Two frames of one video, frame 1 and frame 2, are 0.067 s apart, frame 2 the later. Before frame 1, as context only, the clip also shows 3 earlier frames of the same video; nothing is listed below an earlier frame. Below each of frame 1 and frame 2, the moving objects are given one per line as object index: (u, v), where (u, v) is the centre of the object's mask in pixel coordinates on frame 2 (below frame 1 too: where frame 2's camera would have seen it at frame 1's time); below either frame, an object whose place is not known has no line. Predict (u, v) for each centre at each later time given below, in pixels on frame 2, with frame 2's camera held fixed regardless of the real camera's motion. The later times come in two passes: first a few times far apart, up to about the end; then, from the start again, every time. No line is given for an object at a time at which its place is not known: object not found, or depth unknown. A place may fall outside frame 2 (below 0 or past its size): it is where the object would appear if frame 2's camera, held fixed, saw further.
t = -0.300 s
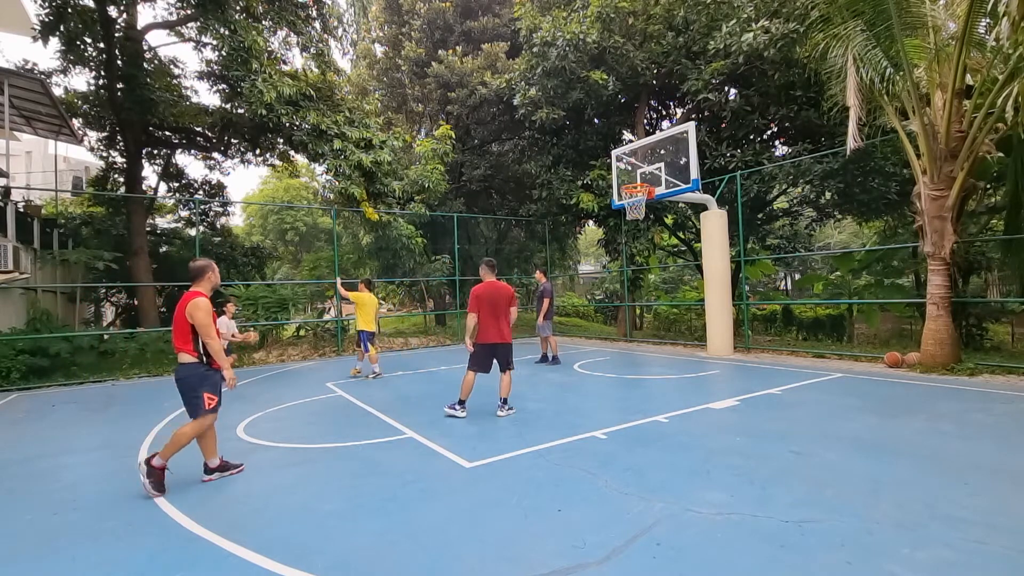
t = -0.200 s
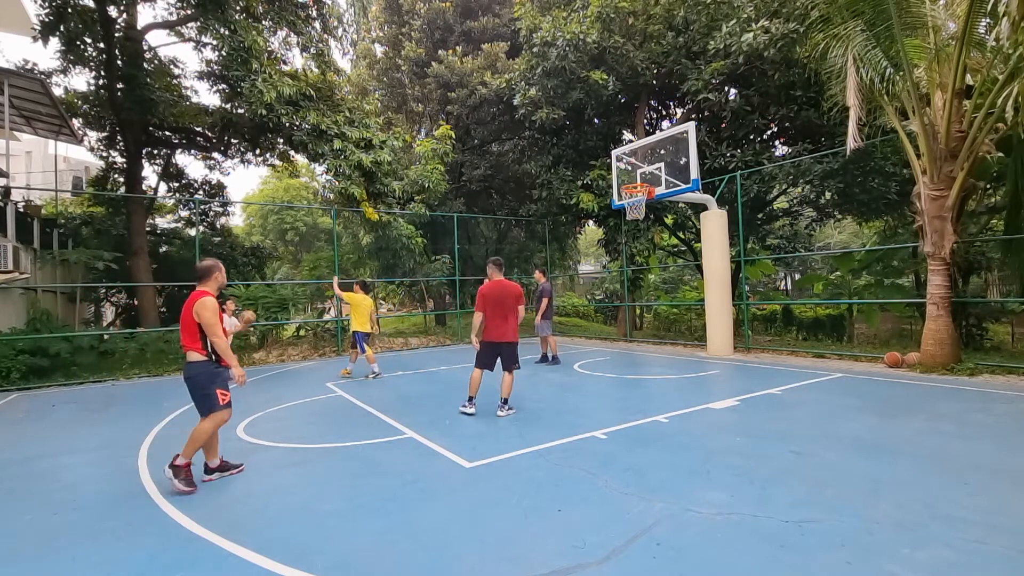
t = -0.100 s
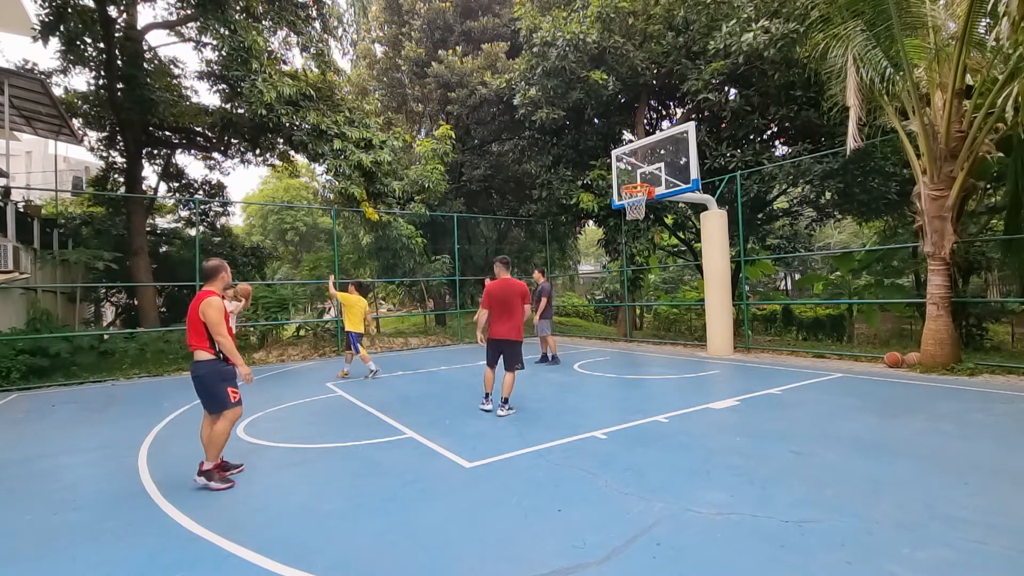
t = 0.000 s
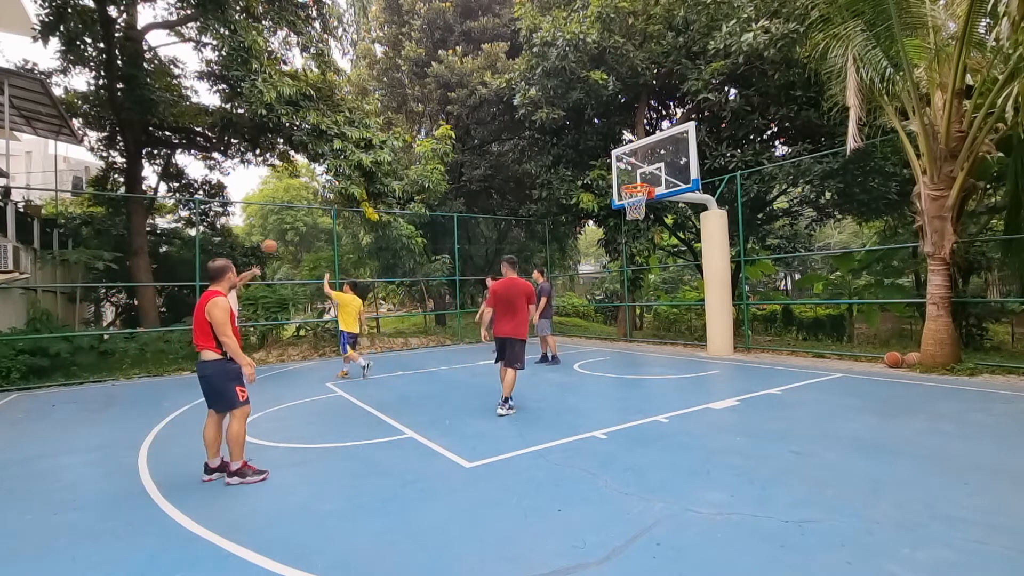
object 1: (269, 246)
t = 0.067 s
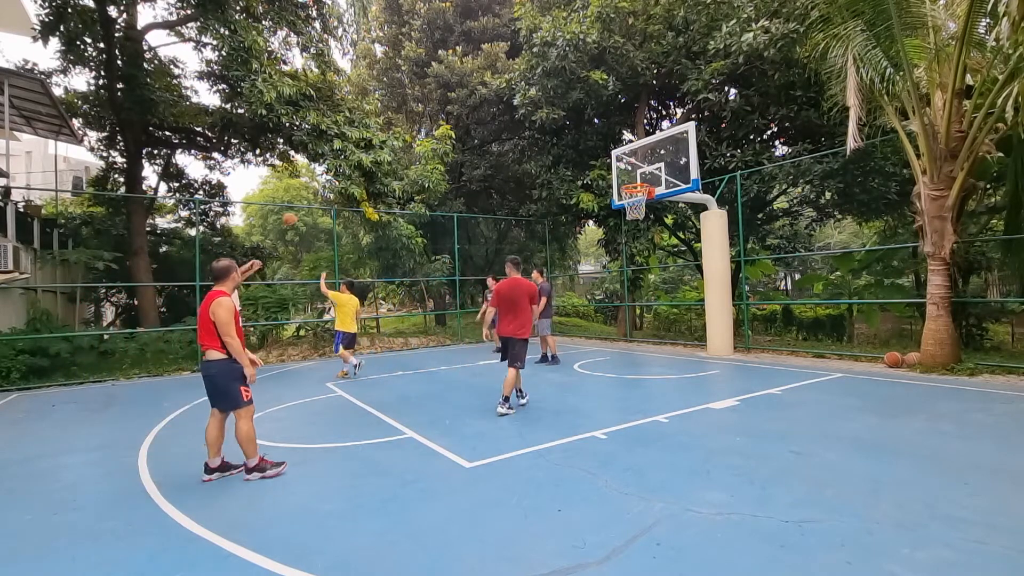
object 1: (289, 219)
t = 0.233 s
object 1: (339, 164)
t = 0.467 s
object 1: (408, 116)
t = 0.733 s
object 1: (486, 97)
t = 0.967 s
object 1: (555, 115)
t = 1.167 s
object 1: (612, 154)
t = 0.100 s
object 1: (299, 207)
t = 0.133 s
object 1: (309, 194)
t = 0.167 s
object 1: (318, 185)
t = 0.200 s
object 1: (328, 174)
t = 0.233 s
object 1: (339, 164)
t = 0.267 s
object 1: (348, 155)
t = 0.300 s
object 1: (358, 147)
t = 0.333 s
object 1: (368, 139)
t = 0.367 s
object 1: (378, 132)
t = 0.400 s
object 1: (388, 126)
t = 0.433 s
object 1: (398, 120)
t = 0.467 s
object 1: (408, 116)
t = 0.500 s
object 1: (417, 111)
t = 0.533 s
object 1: (427, 107)
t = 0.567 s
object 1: (438, 104)
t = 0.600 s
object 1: (447, 102)
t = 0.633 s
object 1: (457, 99)
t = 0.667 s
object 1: (467, 98)
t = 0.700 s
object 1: (477, 97)
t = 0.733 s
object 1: (486, 97)
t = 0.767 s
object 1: (496, 98)
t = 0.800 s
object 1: (506, 99)
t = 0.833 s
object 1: (516, 101)
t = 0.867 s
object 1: (526, 103)
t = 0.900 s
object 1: (535, 106)
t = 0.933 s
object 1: (545, 111)
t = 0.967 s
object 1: (555, 115)
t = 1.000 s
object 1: (564, 120)
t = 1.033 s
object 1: (574, 126)
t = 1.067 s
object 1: (584, 132)
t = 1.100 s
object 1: (593, 139)
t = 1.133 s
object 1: (603, 146)
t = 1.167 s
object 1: (612, 154)
